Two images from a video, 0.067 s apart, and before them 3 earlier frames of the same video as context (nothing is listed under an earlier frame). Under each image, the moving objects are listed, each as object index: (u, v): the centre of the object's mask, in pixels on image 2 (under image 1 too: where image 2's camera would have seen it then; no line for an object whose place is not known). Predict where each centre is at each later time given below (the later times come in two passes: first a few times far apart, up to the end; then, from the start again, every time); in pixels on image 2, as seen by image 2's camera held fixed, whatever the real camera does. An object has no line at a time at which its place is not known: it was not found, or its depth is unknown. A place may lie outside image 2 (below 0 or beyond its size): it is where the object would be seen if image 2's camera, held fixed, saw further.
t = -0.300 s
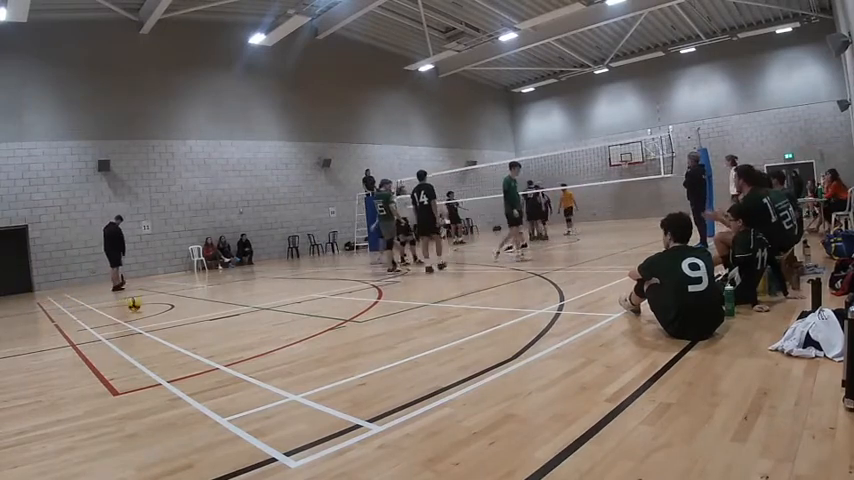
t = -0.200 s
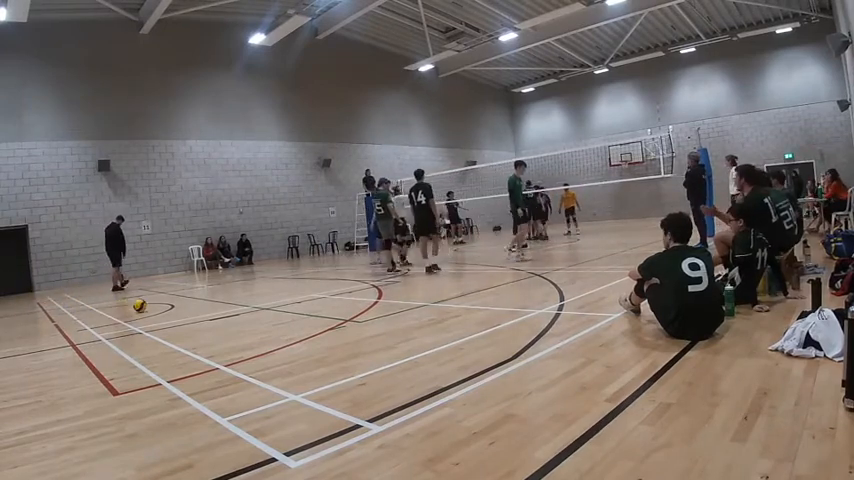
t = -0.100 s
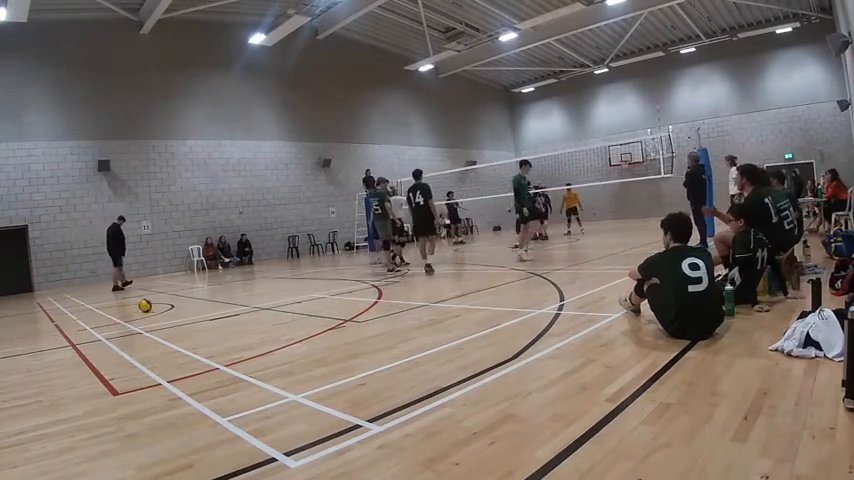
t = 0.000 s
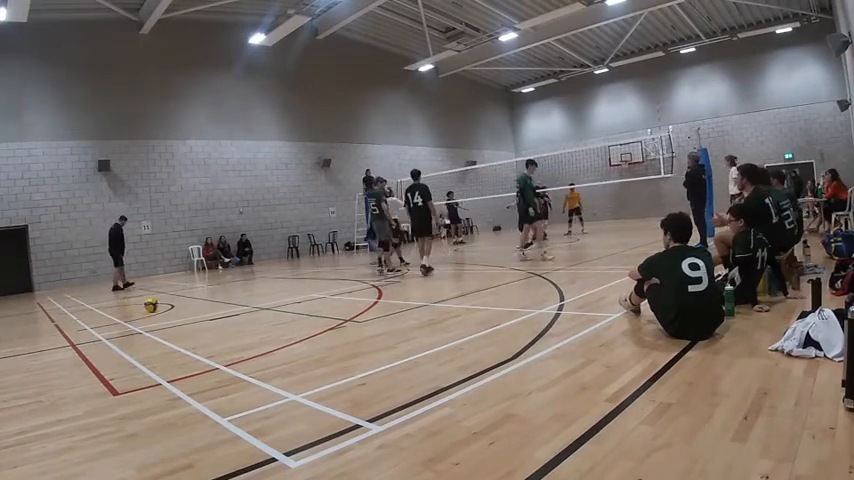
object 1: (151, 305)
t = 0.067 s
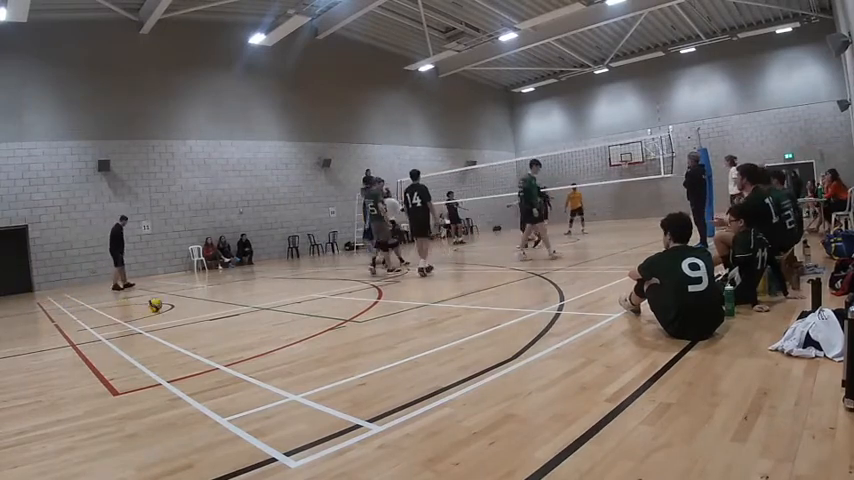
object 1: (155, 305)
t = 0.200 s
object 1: (163, 305)
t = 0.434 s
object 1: (175, 305)
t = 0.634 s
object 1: (188, 304)
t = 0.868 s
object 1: (202, 304)
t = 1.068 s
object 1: (213, 303)
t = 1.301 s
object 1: (228, 303)
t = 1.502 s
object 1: (240, 303)
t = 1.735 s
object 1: (254, 303)
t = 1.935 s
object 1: (267, 302)
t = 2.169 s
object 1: (281, 302)
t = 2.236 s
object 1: (286, 302)
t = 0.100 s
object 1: (157, 305)
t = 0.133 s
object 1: (159, 305)
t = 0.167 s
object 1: (161, 305)
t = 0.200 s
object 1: (163, 305)
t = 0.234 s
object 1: (166, 305)
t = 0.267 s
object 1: (167, 305)
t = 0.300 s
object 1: (168, 305)
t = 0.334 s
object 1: (170, 304)
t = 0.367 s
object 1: (172, 304)
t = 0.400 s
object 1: (173, 304)
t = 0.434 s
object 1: (175, 305)
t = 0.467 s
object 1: (178, 305)
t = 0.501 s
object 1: (180, 305)
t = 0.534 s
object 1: (181, 304)
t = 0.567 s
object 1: (184, 304)
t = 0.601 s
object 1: (186, 304)
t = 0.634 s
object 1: (188, 304)
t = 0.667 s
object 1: (191, 304)
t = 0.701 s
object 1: (193, 304)
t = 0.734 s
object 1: (194, 304)
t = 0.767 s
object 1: (196, 304)
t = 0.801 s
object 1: (198, 303)
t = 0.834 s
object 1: (200, 304)
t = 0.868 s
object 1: (202, 304)
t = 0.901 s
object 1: (203, 303)
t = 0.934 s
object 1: (205, 303)
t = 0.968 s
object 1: (207, 303)
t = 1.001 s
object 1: (209, 304)
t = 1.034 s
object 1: (211, 304)
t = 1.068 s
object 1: (213, 303)
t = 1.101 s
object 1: (216, 303)
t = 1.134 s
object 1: (217, 303)
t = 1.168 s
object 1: (220, 303)
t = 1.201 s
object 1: (222, 303)
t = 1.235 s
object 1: (224, 303)
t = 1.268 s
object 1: (226, 303)
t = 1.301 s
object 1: (228, 303)
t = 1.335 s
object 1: (230, 303)
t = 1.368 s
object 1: (232, 302)
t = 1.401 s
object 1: (235, 303)
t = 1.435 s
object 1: (236, 303)
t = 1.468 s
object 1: (238, 303)
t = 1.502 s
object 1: (240, 303)
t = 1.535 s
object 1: (242, 303)
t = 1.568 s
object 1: (244, 302)
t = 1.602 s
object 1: (246, 303)
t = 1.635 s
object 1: (248, 303)
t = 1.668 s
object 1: (250, 303)
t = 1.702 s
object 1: (252, 303)
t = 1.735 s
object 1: (254, 303)
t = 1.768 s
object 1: (257, 302)
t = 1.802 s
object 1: (259, 301)
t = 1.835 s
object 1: (261, 302)
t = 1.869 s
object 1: (263, 302)
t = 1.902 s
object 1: (265, 302)
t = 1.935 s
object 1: (267, 302)
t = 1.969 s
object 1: (270, 301)
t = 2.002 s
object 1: (271, 301)
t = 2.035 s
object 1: (274, 302)
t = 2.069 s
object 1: (276, 302)
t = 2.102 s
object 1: (278, 301)
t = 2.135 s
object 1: (279, 302)
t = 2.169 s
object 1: (281, 302)
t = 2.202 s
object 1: (283, 302)
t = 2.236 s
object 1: (286, 302)
